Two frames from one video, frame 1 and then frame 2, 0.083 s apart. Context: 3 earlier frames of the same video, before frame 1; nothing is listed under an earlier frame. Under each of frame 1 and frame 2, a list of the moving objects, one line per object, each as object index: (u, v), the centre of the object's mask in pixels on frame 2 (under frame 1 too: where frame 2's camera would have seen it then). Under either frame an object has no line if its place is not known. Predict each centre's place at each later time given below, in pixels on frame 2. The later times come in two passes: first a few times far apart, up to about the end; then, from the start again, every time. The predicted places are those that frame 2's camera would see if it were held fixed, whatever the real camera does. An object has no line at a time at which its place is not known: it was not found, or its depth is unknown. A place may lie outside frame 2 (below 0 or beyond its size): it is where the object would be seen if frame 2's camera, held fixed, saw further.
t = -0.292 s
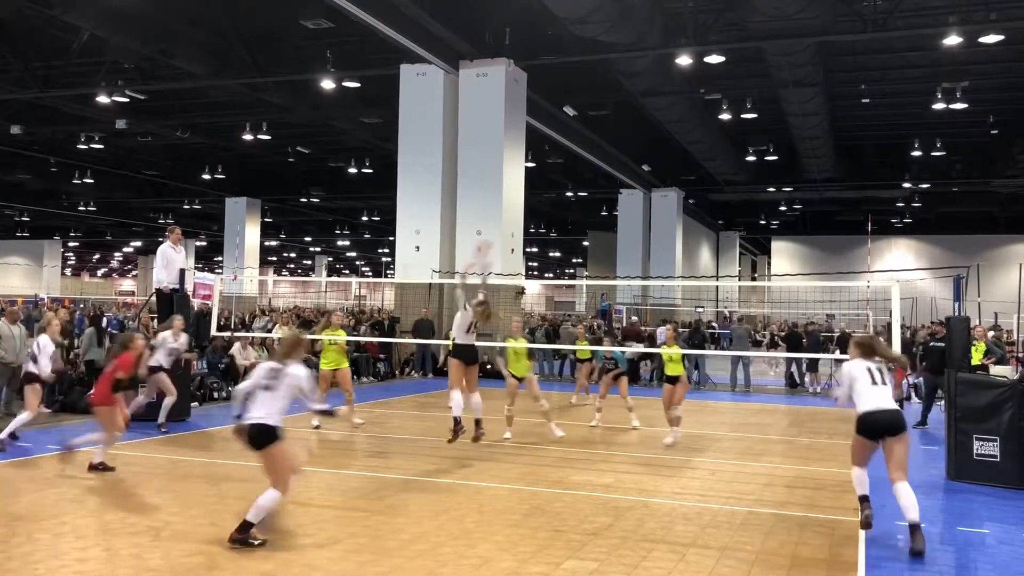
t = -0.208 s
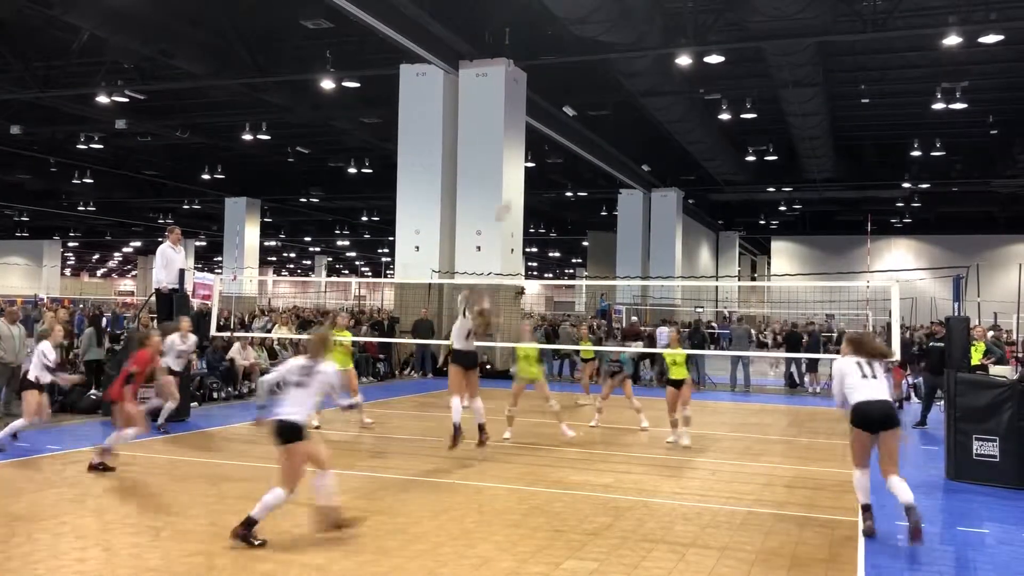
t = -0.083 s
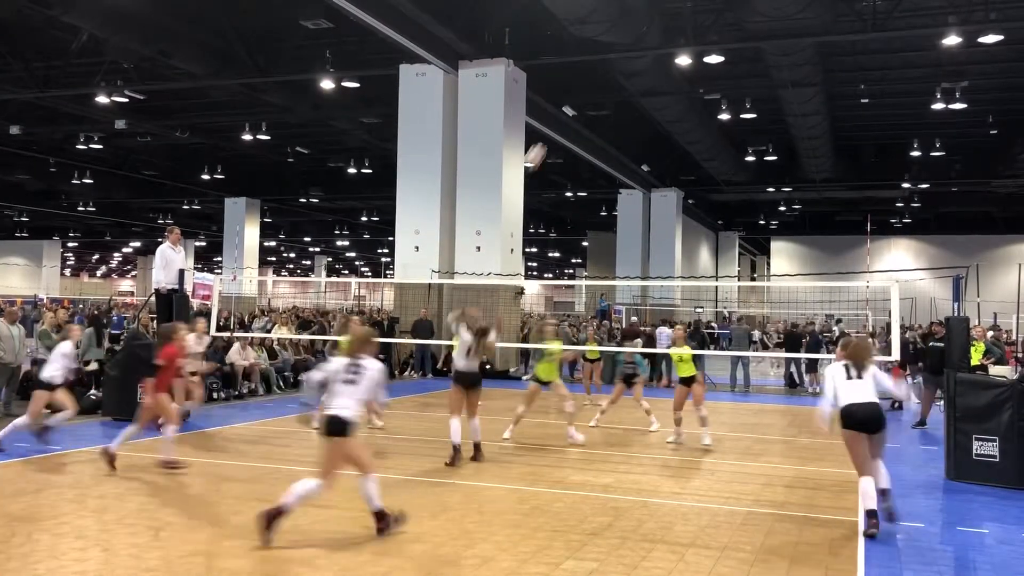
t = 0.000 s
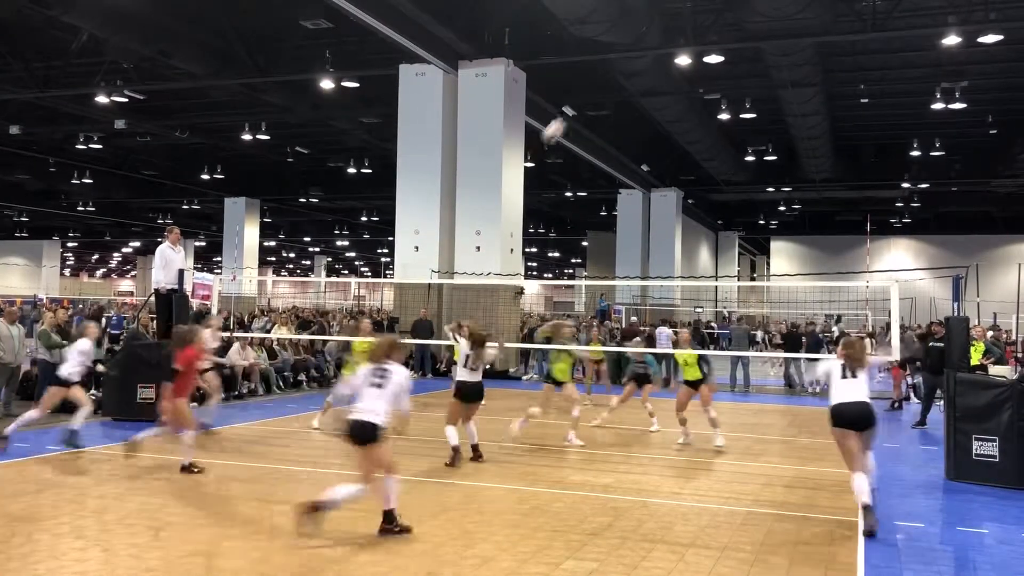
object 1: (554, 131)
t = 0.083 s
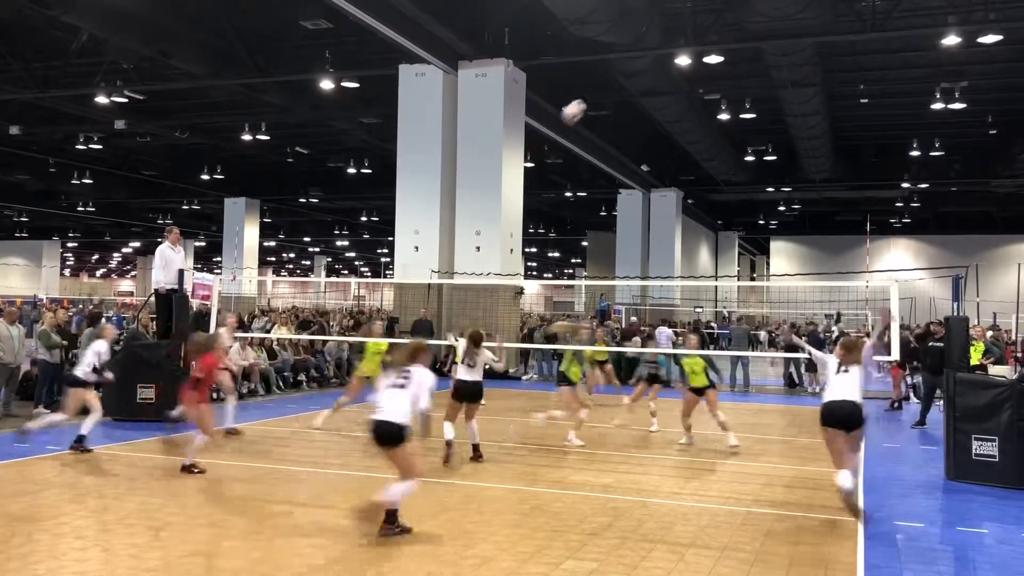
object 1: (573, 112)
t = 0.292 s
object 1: (623, 87)
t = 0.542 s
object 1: (684, 106)
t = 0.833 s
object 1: (752, 198)
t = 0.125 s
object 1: (584, 104)
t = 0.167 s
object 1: (594, 98)
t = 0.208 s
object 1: (604, 93)
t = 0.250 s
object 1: (613, 89)
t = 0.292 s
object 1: (623, 87)
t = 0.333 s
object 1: (634, 87)
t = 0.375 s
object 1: (644, 88)
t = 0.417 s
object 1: (654, 90)
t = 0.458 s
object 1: (664, 94)
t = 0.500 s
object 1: (674, 99)
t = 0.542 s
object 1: (684, 106)
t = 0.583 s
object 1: (694, 115)
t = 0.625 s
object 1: (703, 124)
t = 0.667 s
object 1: (713, 136)
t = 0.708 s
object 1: (723, 149)
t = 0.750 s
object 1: (733, 163)
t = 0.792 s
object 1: (743, 180)
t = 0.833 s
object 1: (752, 198)
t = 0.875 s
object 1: (763, 217)
